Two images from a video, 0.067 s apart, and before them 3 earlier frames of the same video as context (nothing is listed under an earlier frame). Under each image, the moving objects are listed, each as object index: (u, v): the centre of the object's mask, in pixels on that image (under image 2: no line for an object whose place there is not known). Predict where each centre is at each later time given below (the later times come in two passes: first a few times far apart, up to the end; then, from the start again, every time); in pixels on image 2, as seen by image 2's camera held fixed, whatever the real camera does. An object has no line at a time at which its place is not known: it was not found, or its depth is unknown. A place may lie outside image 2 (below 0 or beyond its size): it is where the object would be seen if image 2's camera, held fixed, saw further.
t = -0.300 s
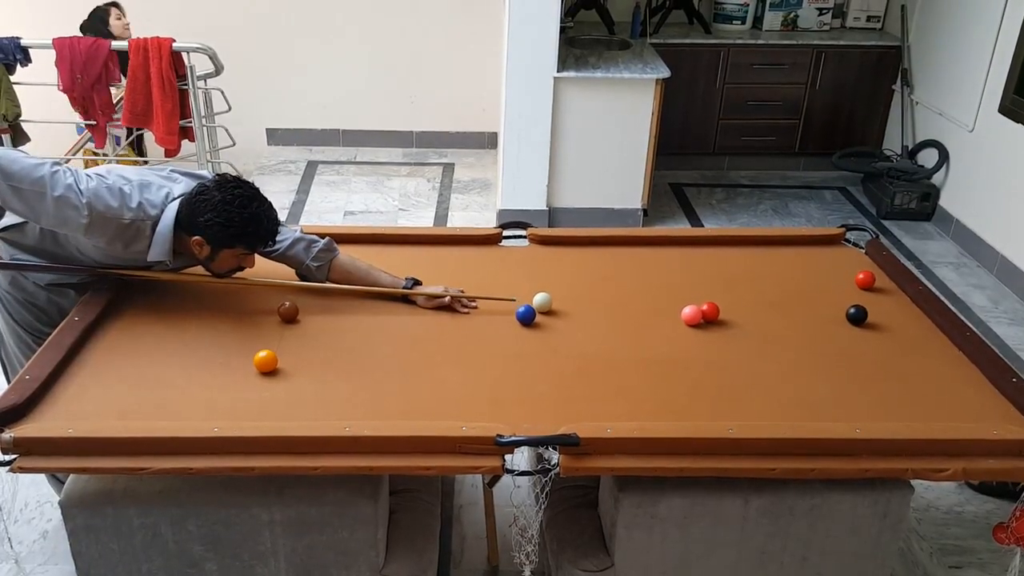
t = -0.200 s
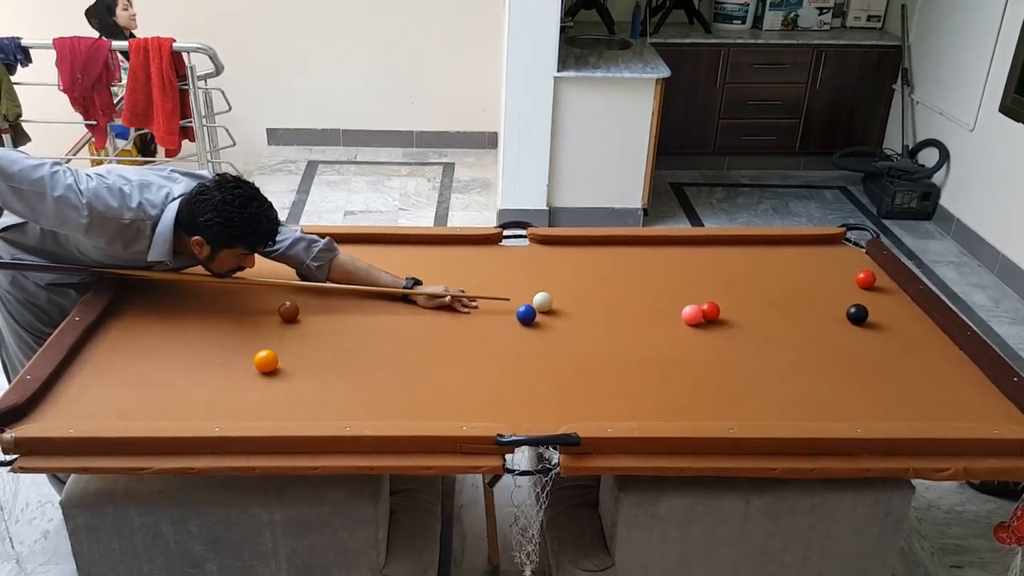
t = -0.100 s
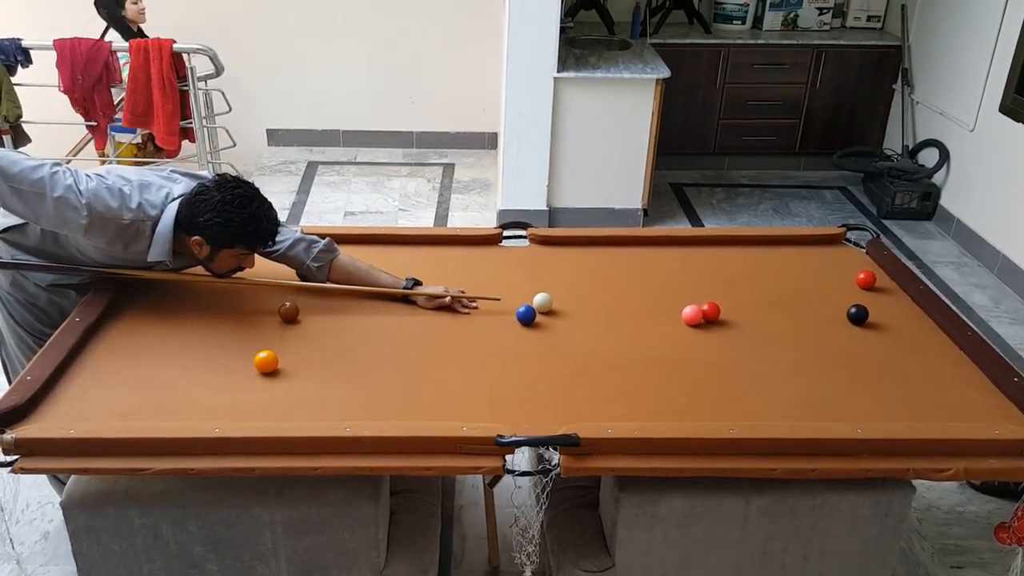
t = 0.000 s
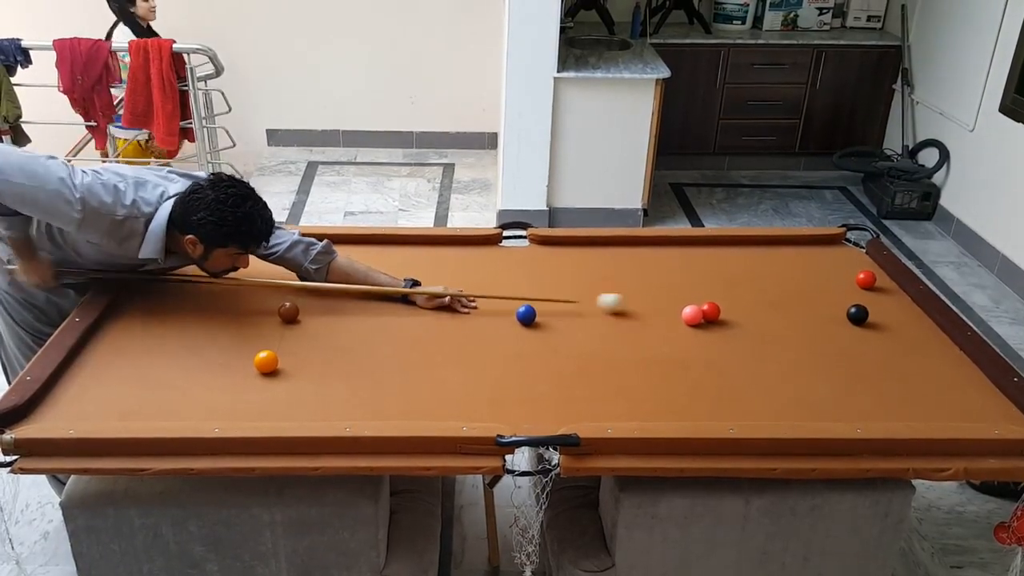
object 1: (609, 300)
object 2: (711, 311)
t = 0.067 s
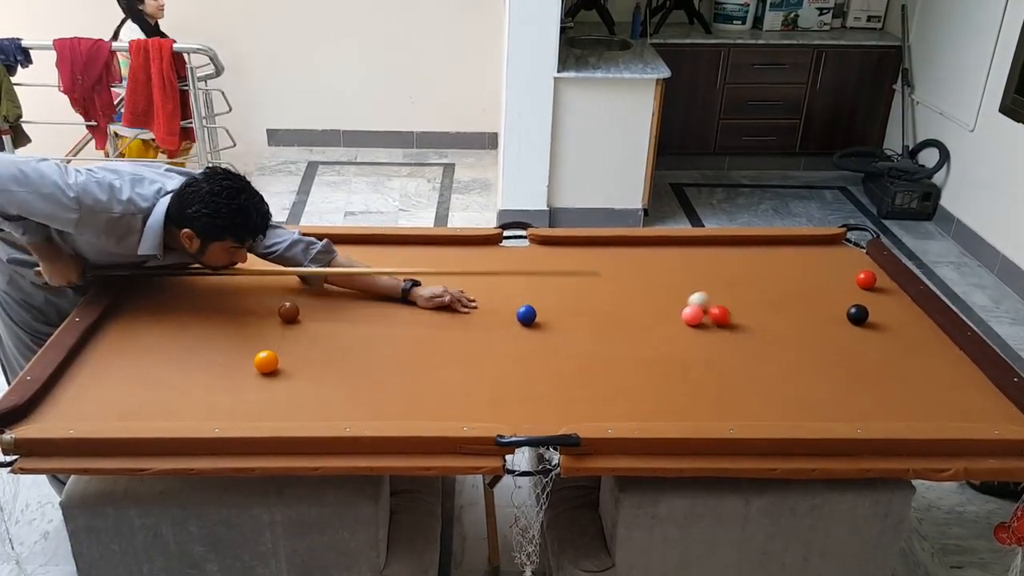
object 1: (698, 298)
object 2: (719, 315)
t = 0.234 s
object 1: (787, 265)
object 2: (856, 367)
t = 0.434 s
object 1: (853, 236)
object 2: (1008, 418)
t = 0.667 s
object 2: (966, 413)
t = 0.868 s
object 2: (919, 414)
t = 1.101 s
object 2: (867, 415)
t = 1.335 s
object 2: (817, 416)
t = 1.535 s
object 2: (777, 415)
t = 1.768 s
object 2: (735, 415)
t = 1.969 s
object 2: (703, 414)
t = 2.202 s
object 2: (668, 414)
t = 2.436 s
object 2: (637, 415)
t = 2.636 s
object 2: (613, 416)
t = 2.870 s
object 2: (589, 417)
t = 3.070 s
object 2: (572, 418)
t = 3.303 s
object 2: (556, 421)
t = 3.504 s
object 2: (546, 423)
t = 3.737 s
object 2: (538, 424)
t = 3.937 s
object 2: (533, 425)
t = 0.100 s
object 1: (717, 291)
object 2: (747, 326)
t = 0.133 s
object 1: (736, 284)
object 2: (776, 337)
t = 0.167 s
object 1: (754, 277)
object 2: (803, 346)
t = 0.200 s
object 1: (771, 271)
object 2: (830, 356)
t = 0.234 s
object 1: (787, 265)
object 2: (856, 367)
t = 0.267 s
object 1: (803, 260)
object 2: (882, 376)
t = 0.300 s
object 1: (818, 254)
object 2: (907, 386)
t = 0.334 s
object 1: (833, 249)
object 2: (933, 396)
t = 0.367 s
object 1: (848, 245)
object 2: (959, 406)
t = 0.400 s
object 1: (855, 239)
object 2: (985, 414)
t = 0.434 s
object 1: (853, 236)
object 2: (1008, 418)
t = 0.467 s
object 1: (860, 238)
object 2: (1015, 416)
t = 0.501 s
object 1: (864, 243)
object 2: (1012, 414)
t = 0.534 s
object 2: (1002, 414)
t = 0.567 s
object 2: (992, 413)
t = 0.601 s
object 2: (982, 413)
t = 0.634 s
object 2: (974, 413)
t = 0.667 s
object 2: (966, 413)
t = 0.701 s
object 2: (958, 413)
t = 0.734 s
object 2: (950, 413)
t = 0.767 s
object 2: (943, 413)
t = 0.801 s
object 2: (935, 414)
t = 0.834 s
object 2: (927, 414)
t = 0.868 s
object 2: (919, 414)
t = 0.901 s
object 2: (911, 414)
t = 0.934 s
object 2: (904, 414)
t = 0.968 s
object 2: (896, 414)
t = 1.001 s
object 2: (889, 414)
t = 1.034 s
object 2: (881, 414)
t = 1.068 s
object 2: (874, 414)
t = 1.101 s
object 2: (867, 415)
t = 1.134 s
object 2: (859, 415)
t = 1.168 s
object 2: (852, 415)
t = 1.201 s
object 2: (844, 415)
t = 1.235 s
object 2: (838, 416)
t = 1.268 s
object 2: (831, 416)
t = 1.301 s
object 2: (824, 416)
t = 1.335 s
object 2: (817, 416)
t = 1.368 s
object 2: (810, 416)
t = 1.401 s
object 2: (804, 416)
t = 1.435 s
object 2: (797, 416)
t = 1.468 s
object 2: (790, 416)
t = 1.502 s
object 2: (784, 416)
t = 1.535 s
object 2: (777, 415)
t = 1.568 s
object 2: (771, 415)
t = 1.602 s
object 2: (765, 415)
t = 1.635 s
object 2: (759, 415)
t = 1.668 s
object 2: (753, 415)
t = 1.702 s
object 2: (747, 415)
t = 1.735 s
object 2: (741, 415)
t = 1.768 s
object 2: (735, 415)
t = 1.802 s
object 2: (730, 415)
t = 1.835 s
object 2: (724, 415)
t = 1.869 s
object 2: (719, 414)
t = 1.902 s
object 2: (714, 414)
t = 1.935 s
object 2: (708, 415)
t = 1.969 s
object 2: (703, 414)
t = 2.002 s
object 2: (698, 414)
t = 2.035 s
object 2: (692, 414)
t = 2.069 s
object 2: (687, 415)
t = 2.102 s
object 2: (682, 415)
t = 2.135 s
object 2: (678, 414)
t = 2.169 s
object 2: (673, 414)
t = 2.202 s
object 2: (668, 414)
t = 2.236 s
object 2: (663, 415)
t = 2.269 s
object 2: (658, 414)
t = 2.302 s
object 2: (654, 414)
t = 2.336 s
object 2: (649, 414)
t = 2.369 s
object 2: (645, 415)
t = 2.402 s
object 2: (641, 415)
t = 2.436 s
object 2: (637, 415)
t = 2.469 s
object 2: (633, 415)
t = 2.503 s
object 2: (628, 415)
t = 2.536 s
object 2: (625, 415)
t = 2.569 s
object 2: (621, 415)
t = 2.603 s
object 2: (617, 415)
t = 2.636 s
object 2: (613, 416)
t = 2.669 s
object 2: (609, 416)
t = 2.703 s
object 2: (606, 416)
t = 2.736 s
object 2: (602, 416)
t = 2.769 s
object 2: (599, 416)
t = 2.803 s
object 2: (595, 416)
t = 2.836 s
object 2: (592, 417)
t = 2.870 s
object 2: (589, 417)
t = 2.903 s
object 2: (586, 417)
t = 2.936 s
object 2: (583, 417)
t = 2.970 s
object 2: (580, 417)
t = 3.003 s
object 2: (578, 417)
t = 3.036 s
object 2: (575, 417)
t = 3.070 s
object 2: (572, 418)
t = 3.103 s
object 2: (570, 418)
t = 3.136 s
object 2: (567, 419)
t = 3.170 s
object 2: (565, 419)
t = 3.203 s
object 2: (562, 419)
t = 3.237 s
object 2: (560, 420)
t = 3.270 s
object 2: (558, 420)
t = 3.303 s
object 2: (556, 421)
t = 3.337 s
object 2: (554, 421)
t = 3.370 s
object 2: (553, 421)
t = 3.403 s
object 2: (551, 422)
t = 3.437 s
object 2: (549, 422)
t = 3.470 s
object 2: (548, 422)
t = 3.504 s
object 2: (546, 423)
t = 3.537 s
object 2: (545, 423)
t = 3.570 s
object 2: (543, 423)
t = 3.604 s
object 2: (542, 423)
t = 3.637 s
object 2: (541, 423)
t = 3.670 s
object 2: (540, 424)
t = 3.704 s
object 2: (538, 424)
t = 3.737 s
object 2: (538, 424)
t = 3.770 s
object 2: (536, 424)
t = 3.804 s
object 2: (536, 424)
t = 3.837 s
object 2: (535, 424)
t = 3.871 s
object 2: (534, 424)
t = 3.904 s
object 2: (534, 425)
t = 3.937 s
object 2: (533, 425)
